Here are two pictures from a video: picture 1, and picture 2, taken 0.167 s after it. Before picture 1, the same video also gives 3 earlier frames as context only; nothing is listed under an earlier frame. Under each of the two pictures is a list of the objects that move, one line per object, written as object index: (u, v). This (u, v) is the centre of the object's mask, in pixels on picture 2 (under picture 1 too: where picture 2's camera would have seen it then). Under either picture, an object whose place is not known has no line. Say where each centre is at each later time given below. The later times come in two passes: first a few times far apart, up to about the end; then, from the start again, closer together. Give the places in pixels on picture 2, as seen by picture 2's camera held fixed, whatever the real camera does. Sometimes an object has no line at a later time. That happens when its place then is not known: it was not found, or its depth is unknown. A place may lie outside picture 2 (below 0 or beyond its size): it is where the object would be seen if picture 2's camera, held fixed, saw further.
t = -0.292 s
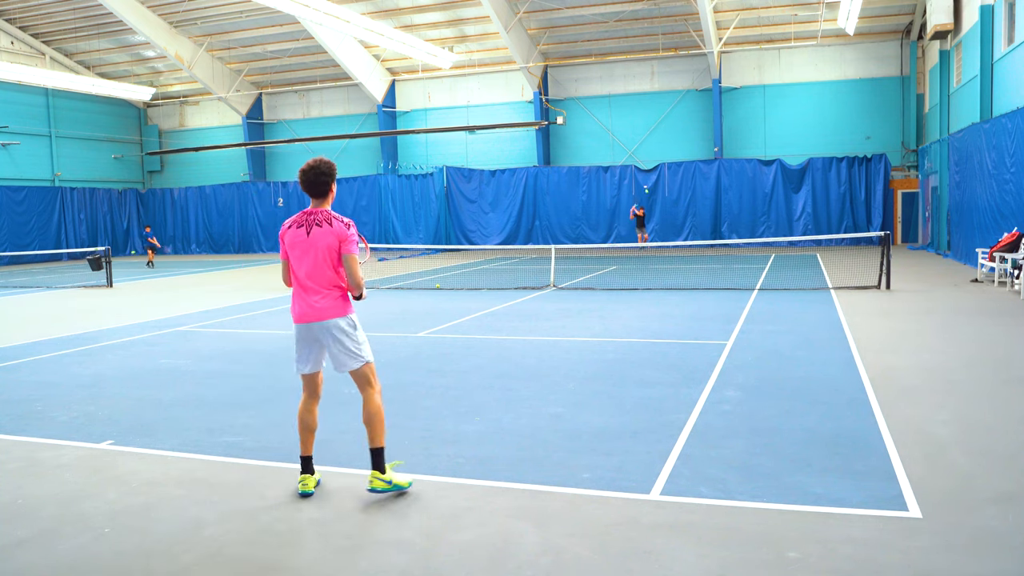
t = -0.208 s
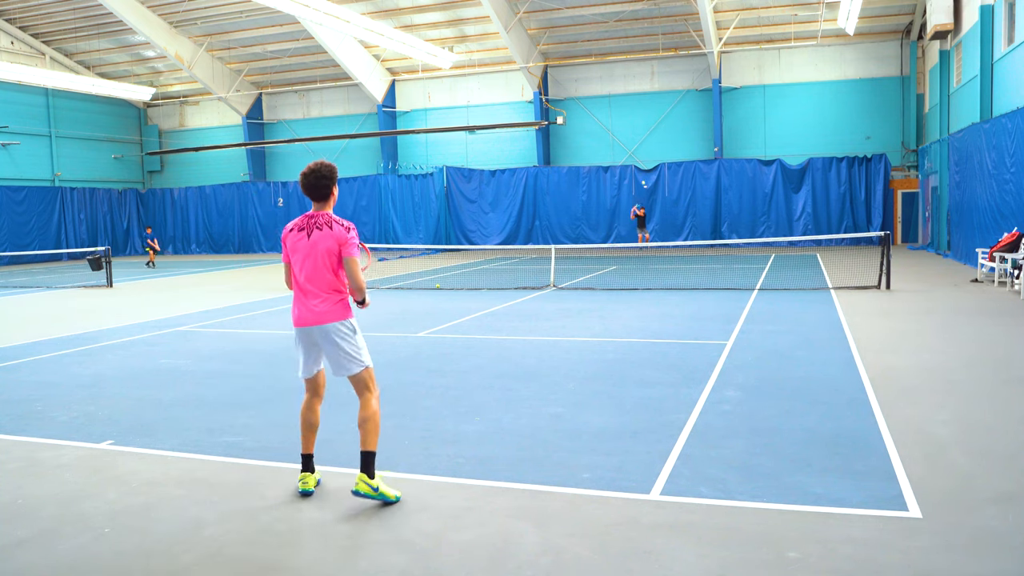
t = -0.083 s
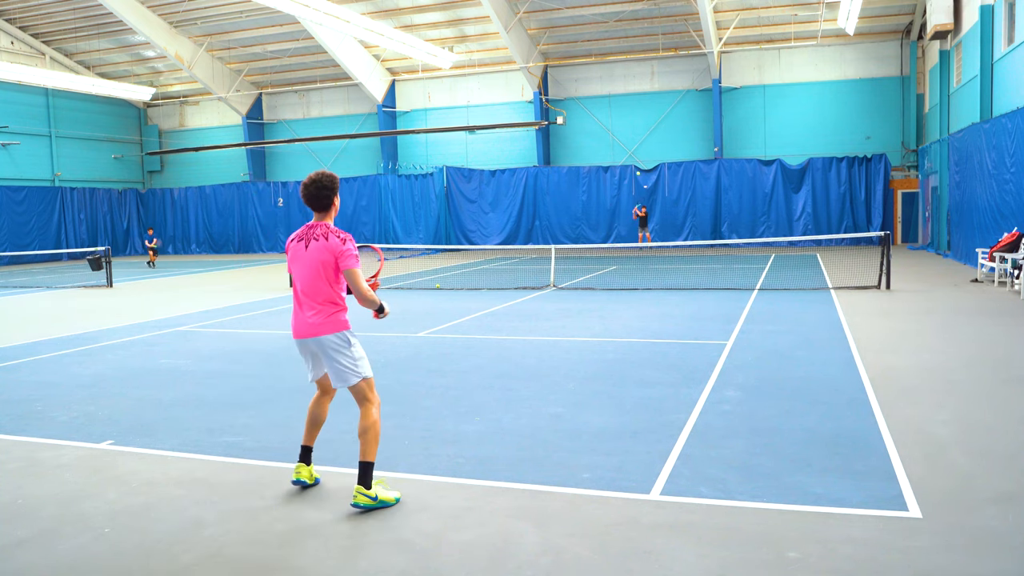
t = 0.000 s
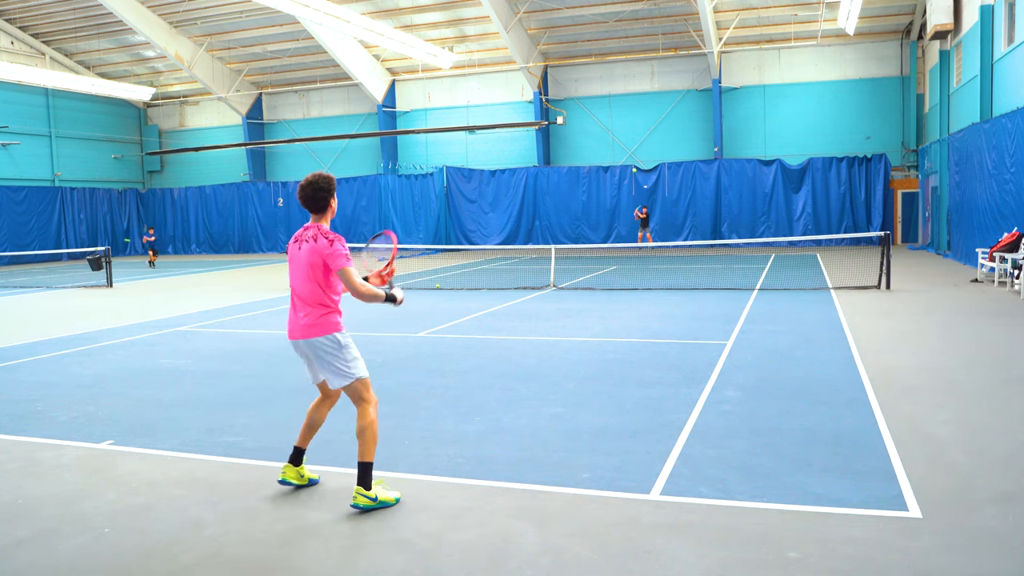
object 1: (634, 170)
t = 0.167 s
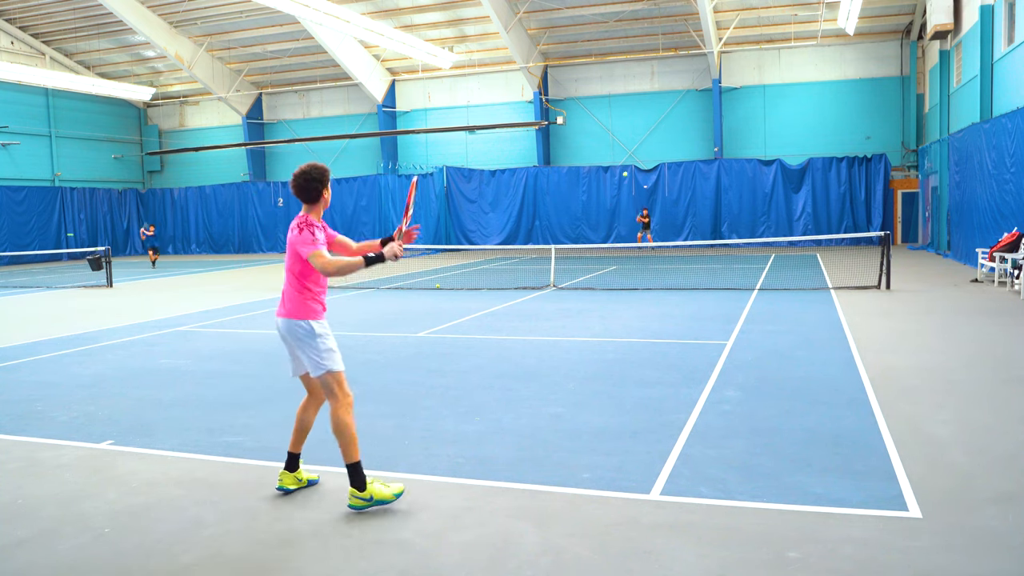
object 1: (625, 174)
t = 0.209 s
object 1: (622, 178)
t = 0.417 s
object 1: (607, 224)
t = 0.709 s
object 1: (569, 380)
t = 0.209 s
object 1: (622, 178)
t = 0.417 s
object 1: (607, 224)
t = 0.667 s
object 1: (576, 397)
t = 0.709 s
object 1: (569, 380)
